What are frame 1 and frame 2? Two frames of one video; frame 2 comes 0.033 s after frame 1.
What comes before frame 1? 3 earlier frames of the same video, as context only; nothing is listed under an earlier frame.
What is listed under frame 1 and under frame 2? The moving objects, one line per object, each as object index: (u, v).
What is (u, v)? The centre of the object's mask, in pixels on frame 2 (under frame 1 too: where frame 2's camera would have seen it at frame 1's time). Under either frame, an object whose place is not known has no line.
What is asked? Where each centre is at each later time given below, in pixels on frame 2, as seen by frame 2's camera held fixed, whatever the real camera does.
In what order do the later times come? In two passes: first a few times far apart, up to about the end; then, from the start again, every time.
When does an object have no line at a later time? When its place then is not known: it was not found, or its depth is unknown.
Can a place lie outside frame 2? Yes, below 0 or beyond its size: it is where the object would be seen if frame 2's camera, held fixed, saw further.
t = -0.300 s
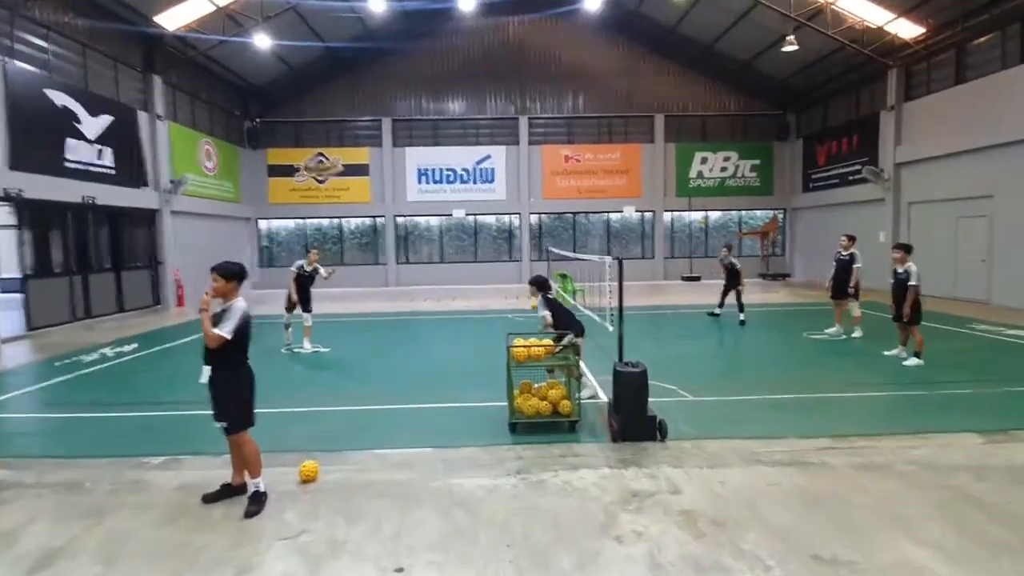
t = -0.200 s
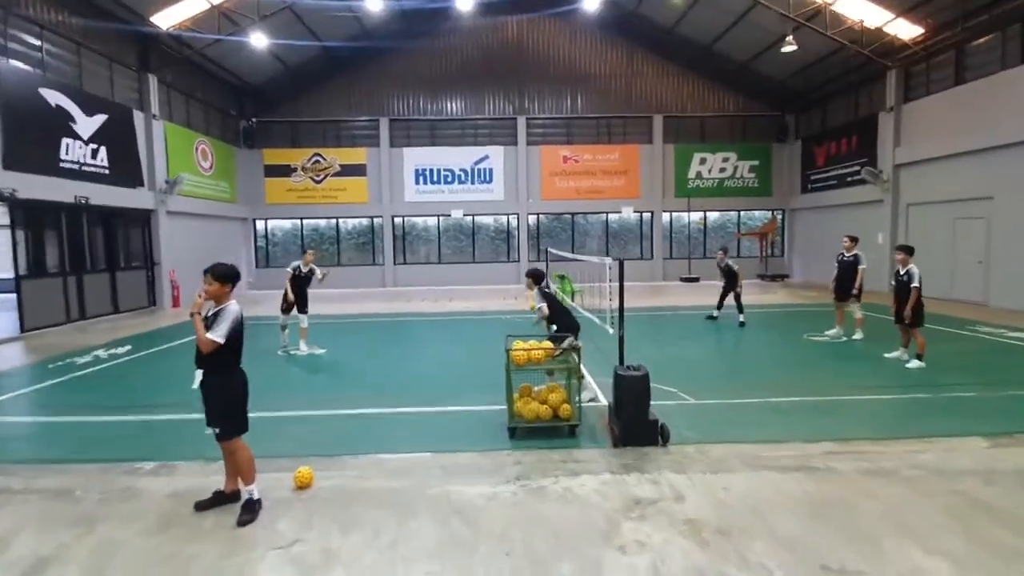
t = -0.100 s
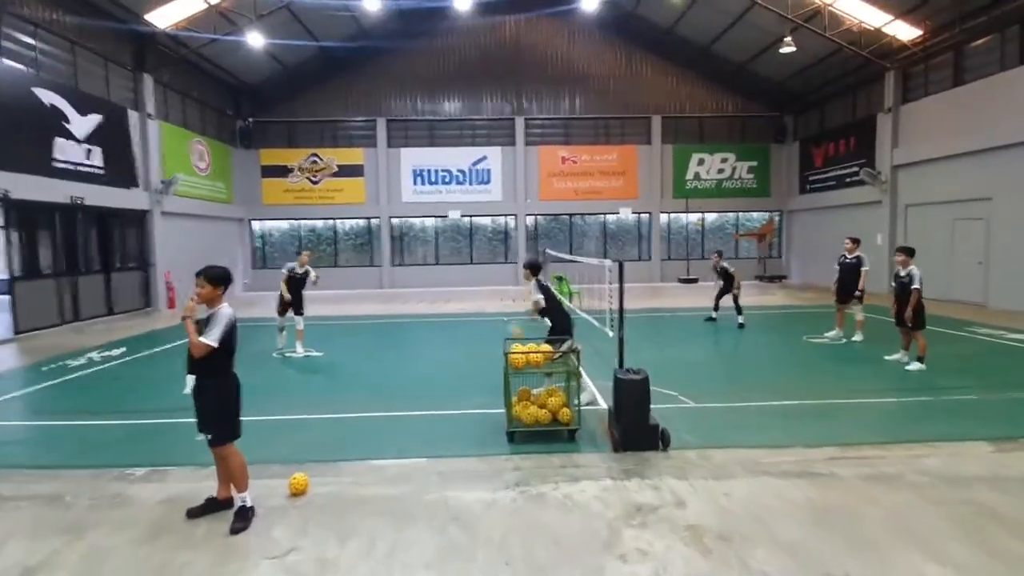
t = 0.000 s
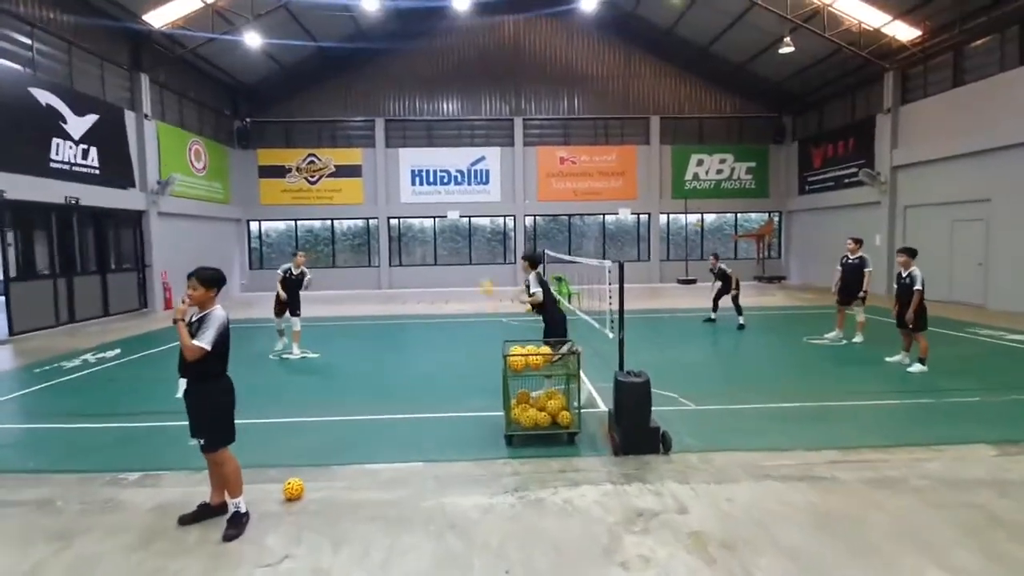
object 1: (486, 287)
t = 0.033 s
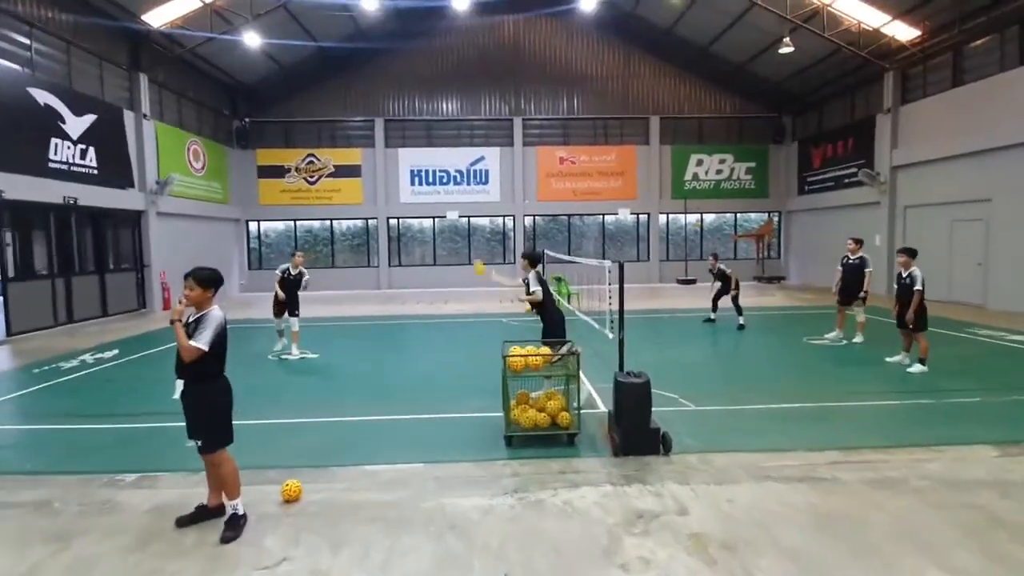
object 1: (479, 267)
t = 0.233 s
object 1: (437, 179)
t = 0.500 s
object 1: (387, 121)
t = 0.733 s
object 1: (346, 118)
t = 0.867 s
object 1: (324, 135)
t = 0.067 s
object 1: (472, 250)
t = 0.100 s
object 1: (465, 236)
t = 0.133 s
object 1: (457, 221)
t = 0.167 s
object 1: (451, 206)
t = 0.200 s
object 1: (444, 193)
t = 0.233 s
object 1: (437, 179)
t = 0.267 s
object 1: (432, 171)
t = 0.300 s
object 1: (425, 161)
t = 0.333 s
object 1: (419, 149)
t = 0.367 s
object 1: (411, 142)
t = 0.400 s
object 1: (406, 136)
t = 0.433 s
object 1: (399, 130)
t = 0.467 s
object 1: (393, 126)
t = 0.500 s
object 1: (387, 121)
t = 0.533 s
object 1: (381, 117)
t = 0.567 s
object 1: (375, 115)
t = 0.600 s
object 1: (368, 114)
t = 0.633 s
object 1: (363, 114)
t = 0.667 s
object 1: (357, 114)
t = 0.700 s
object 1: (351, 115)
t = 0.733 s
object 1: (346, 118)
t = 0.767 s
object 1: (341, 121)
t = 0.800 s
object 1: (334, 125)
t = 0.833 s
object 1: (330, 129)
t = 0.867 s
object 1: (324, 135)
